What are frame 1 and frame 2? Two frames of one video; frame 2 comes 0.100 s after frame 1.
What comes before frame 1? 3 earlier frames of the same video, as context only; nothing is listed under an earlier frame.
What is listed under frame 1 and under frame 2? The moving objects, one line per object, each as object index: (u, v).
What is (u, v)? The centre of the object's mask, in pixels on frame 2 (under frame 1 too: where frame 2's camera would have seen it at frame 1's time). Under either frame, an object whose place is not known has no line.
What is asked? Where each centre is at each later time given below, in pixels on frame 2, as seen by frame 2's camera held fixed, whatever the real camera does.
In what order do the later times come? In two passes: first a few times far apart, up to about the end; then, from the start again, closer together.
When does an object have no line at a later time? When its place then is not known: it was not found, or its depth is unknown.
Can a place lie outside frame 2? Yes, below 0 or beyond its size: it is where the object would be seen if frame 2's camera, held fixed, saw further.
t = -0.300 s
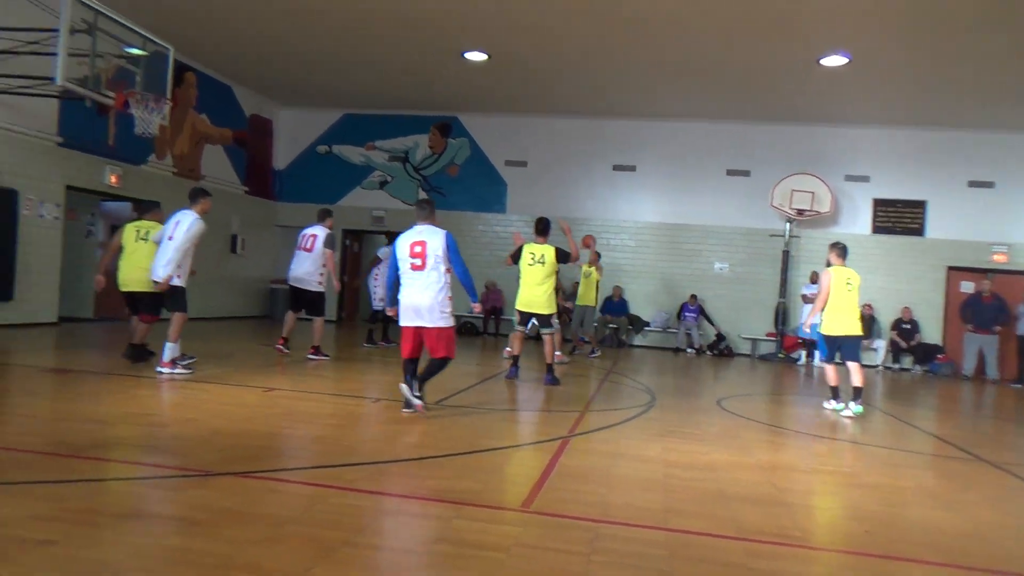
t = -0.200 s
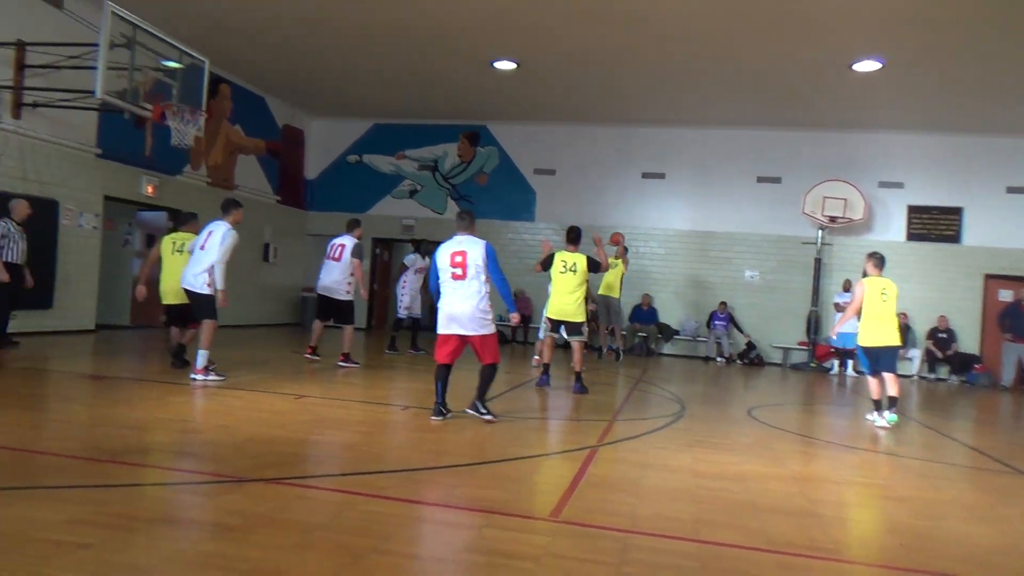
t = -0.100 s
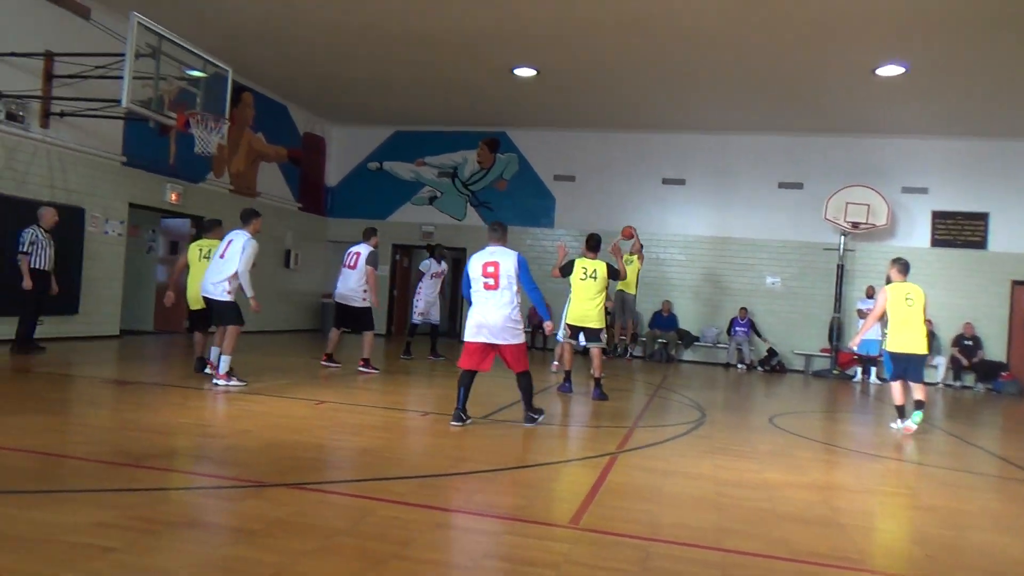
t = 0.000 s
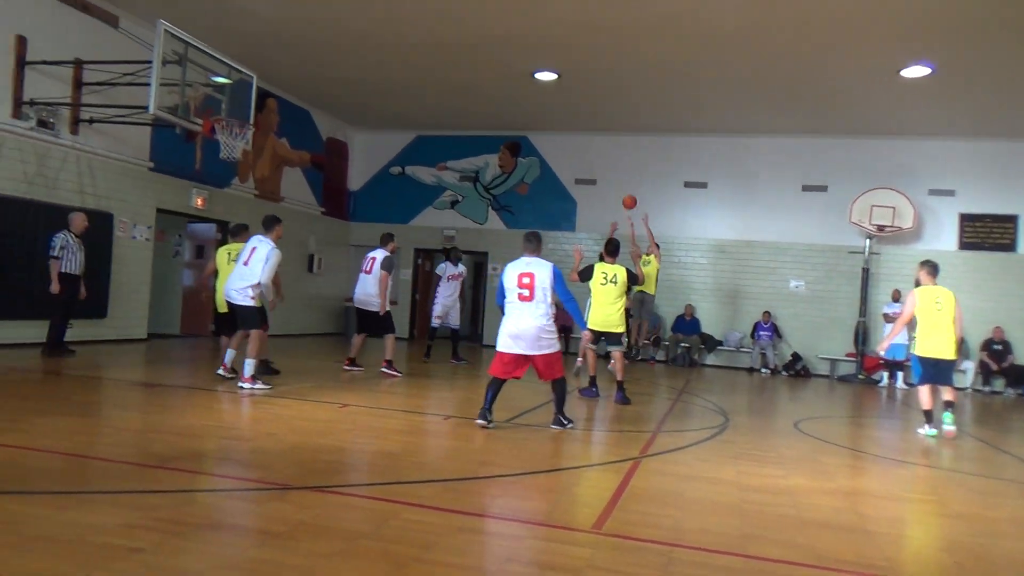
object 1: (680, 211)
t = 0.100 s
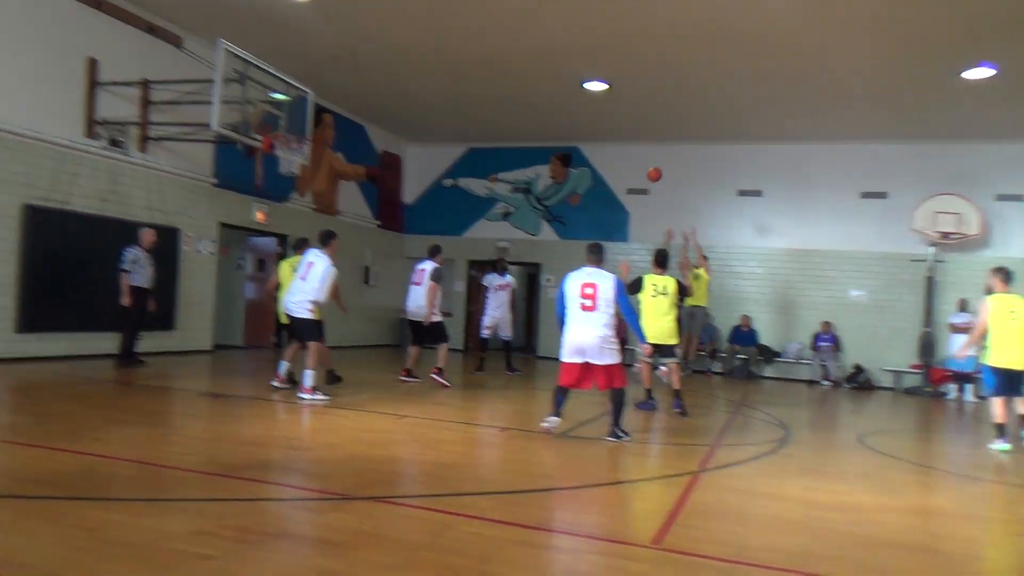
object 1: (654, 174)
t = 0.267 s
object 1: (605, 124)
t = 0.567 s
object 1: (509, 73)
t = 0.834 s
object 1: (411, 76)
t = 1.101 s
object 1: (298, 130)
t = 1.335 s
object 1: (277, 73)
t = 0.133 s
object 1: (645, 163)
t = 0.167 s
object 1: (635, 153)
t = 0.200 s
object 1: (625, 143)
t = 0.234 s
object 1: (616, 133)
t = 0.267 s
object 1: (605, 124)
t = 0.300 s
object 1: (595, 116)
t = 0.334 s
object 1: (585, 109)
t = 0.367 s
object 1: (575, 102)
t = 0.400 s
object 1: (565, 95)
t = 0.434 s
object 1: (554, 90)
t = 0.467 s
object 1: (544, 85)
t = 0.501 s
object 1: (532, 80)
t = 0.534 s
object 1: (521, 76)
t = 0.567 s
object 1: (509, 73)
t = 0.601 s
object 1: (498, 71)
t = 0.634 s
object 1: (486, 70)
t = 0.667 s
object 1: (474, 68)
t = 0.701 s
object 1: (461, 68)
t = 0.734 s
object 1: (449, 69)
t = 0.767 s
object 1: (437, 71)
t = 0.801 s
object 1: (424, 73)
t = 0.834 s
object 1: (411, 76)
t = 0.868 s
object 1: (398, 79)
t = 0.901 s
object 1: (384, 84)
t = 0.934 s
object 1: (370, 89)
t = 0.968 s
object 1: (356, 95)
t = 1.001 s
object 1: (342, 102)
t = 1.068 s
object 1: (313, 120)
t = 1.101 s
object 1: (298, 130)
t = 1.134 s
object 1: (289, 128)
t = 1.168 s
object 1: (283, 116)
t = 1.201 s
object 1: (277, 105)
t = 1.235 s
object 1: (276, 96)
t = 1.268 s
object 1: (275, 87)
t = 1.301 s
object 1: (276, 81)
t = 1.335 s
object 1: (277, 73)
